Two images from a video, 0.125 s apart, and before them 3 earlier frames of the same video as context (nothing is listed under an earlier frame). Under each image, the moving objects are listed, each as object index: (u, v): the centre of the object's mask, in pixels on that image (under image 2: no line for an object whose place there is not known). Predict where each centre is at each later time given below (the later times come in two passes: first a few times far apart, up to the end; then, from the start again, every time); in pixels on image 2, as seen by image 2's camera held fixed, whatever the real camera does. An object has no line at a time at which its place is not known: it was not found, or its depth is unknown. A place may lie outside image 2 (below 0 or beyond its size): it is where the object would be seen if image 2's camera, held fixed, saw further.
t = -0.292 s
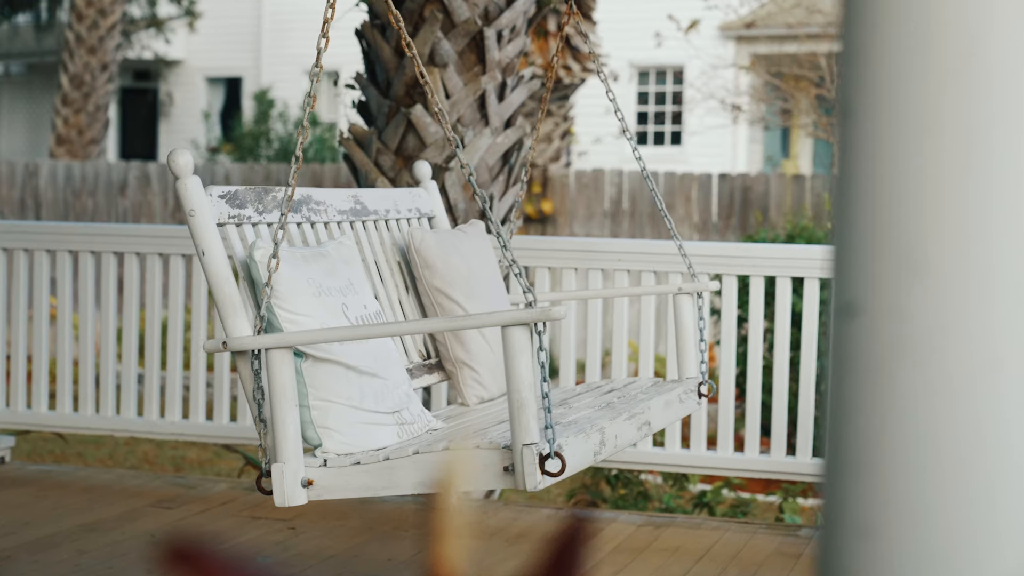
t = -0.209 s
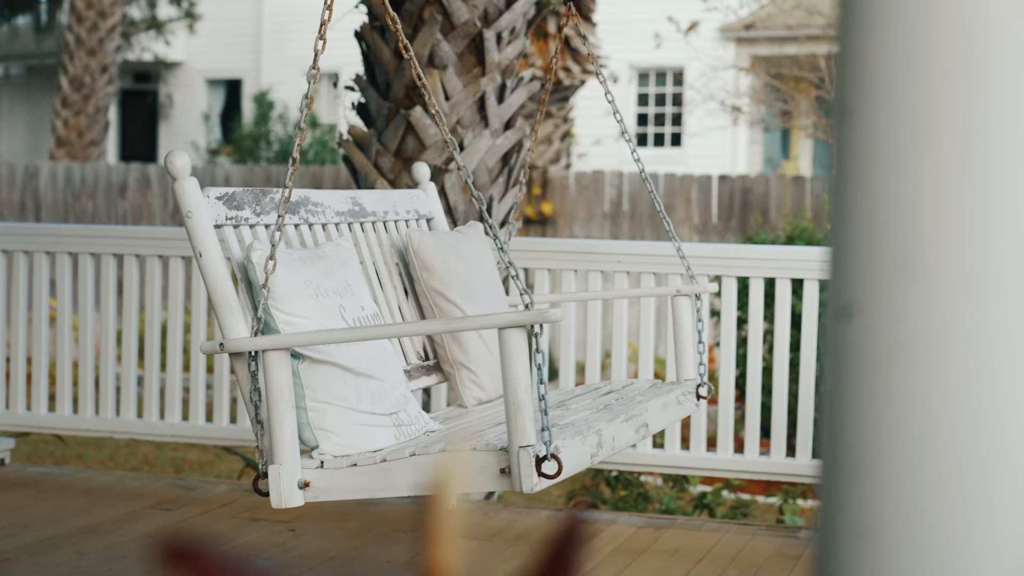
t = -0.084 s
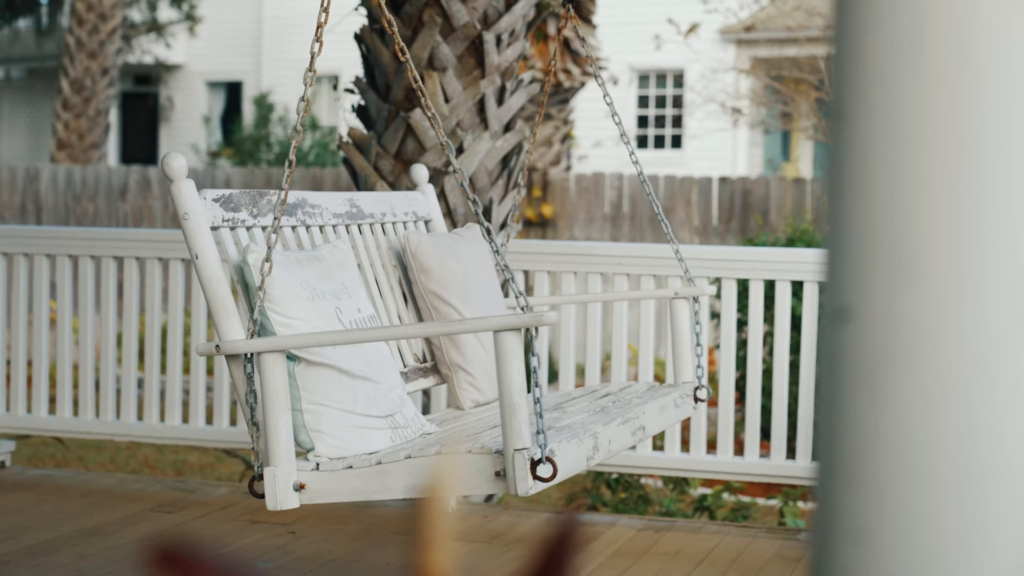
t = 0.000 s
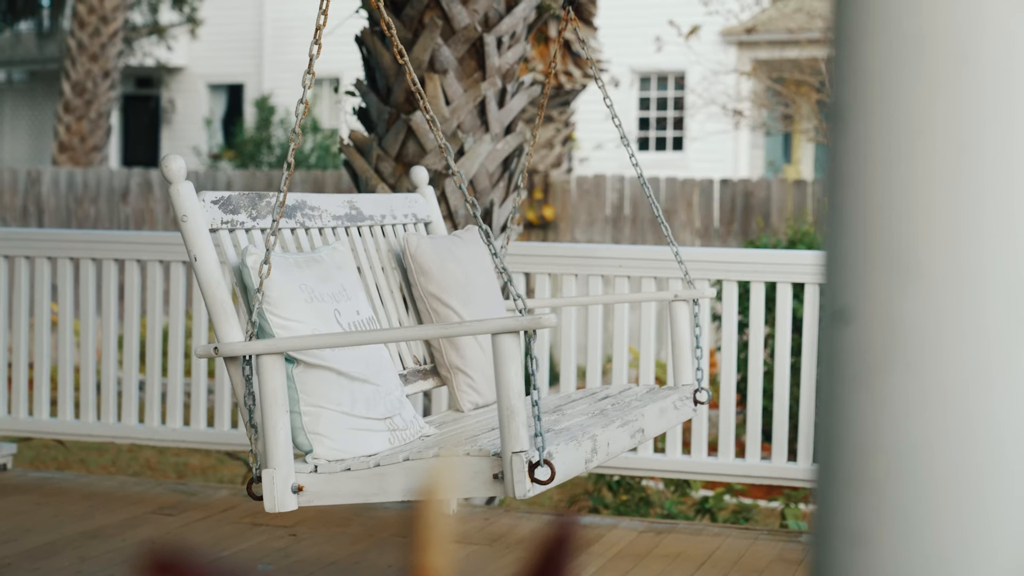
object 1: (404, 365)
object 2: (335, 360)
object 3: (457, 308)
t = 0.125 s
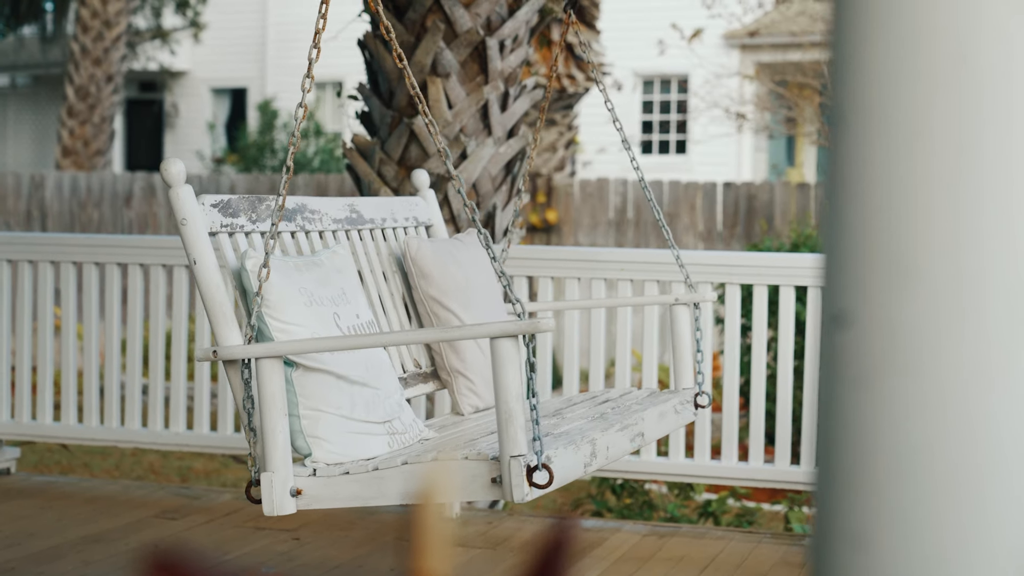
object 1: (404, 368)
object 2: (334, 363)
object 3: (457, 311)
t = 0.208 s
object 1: (403, 368)
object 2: (333, 363)
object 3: (456, 310)
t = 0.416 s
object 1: (399, 368)
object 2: (329, 362)
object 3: (453, 310)
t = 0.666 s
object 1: (396, 369)
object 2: (326, 361)
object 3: (449, 310)
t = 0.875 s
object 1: (394, 368)
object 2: (323, 361)
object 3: (446, 309)
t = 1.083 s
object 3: (444, 309)
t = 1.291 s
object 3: (442, 309)
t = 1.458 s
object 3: (441, 309)
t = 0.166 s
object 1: (404, 368)
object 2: (333, 363)
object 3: (457, 311)
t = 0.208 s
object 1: (403, 368)
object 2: (333, 363)
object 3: (456, 310)
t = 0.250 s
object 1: (402, 369)
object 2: (332, 363)
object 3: (455, 310)
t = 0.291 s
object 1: (401, 368)
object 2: (331, 362)
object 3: (455, 310)
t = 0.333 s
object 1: (400, 368)
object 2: (331, 362)
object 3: (454, 310)
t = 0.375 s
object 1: (399, 368)
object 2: (330, 362)
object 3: (454, 310)
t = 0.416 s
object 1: (399, 368)
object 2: (329, 362)
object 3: (453, 310)
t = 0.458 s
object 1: (398, 368)
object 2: (329, 362)
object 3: (452, 310)
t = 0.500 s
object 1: (398, 368)
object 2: (328, 362)
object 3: (452, 310)
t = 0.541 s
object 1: (398, 368)
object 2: (327, 362)
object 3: (451, 310)
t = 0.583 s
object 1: (397, 368)
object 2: (327, 362)
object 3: (451, 310)
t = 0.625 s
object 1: (397, 368)
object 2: (326, 362)
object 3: (450, 310)
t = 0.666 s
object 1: (396, 369)
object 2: (326, 361)
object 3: (449, 310)
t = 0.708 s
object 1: (396, 368)
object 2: (325, 361)
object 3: (449, 309)
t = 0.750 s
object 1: (395, 368)
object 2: (325, 361)
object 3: (448, 309)
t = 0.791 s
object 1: (394, 368)
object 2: (324, 361)
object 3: (447, 309)
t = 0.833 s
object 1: (394, 368)
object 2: (324, 361)
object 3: (447, 309)
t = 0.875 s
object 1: (394, 368)
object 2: (323, 361)
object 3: (446, 309)
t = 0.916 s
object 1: (394, 368)
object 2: (323, 361)
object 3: (446, 309)
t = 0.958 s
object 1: (393, 368)
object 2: (322, 361)
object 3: (445, 309)
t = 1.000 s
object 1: (393, 368)
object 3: (445, 309)
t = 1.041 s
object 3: (444, 309)
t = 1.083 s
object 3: (444, 309)
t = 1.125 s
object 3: (444, 309)
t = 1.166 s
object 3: (443, 309)
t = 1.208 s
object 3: (443, 309)
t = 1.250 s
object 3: (443, 309)
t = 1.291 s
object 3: (442, 309)
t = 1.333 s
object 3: (442, 309)
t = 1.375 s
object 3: (442, 309)
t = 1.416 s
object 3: (442, 309)
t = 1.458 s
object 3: (441, 309)
